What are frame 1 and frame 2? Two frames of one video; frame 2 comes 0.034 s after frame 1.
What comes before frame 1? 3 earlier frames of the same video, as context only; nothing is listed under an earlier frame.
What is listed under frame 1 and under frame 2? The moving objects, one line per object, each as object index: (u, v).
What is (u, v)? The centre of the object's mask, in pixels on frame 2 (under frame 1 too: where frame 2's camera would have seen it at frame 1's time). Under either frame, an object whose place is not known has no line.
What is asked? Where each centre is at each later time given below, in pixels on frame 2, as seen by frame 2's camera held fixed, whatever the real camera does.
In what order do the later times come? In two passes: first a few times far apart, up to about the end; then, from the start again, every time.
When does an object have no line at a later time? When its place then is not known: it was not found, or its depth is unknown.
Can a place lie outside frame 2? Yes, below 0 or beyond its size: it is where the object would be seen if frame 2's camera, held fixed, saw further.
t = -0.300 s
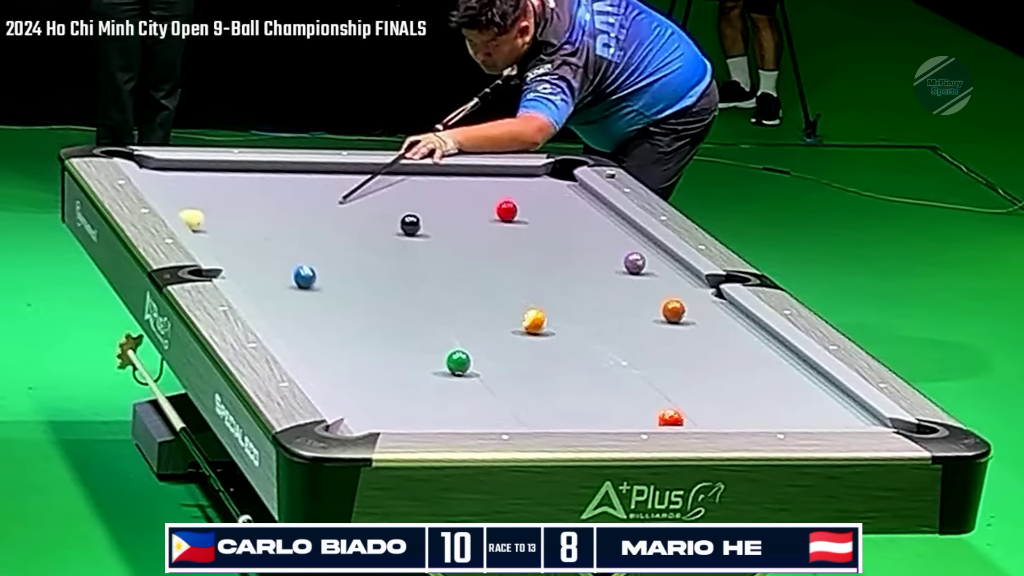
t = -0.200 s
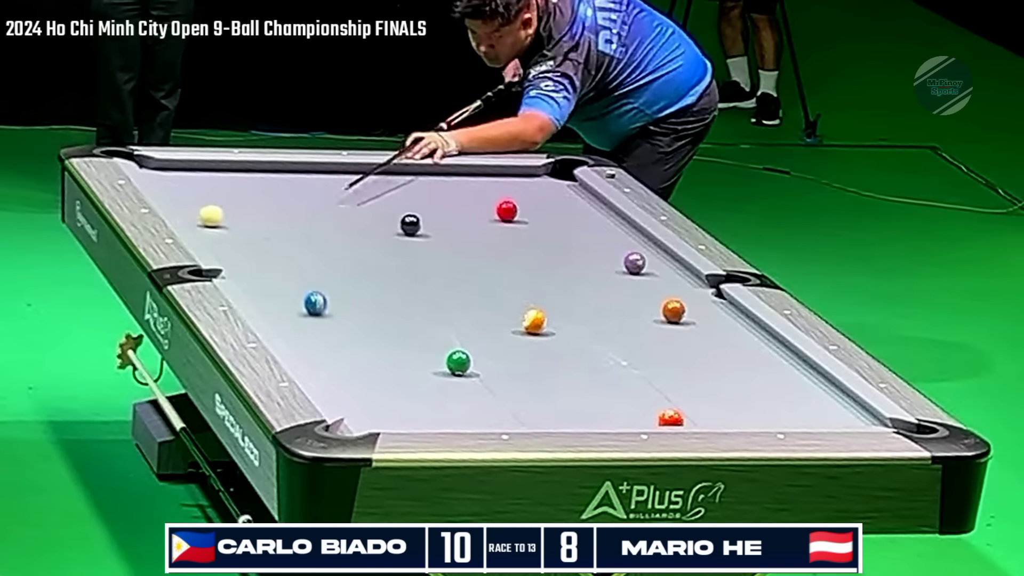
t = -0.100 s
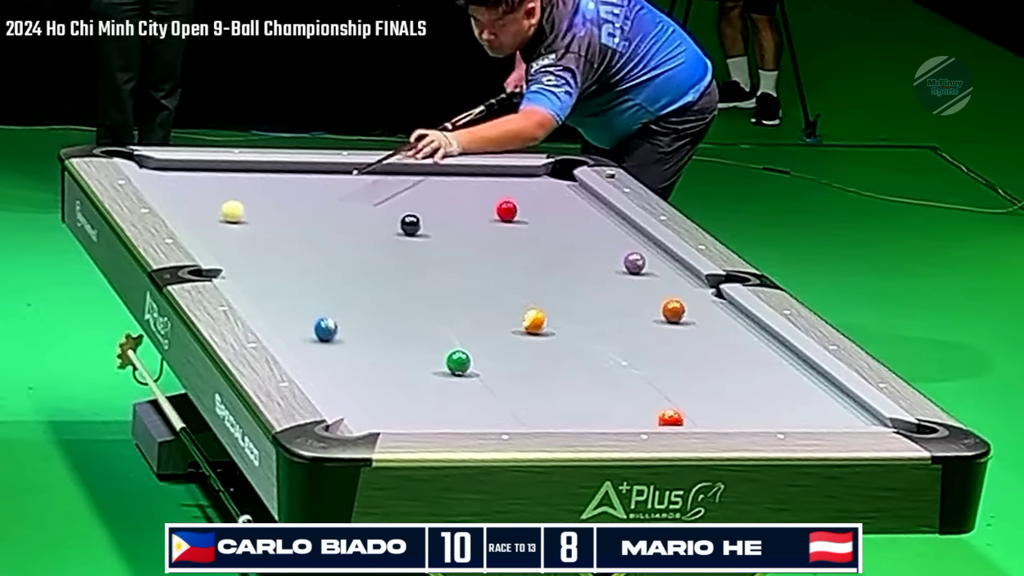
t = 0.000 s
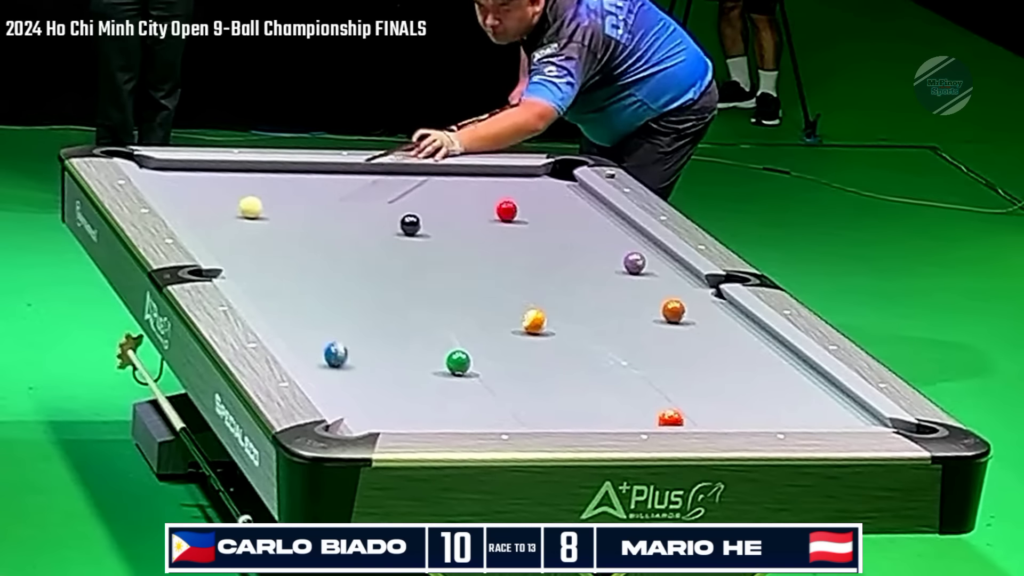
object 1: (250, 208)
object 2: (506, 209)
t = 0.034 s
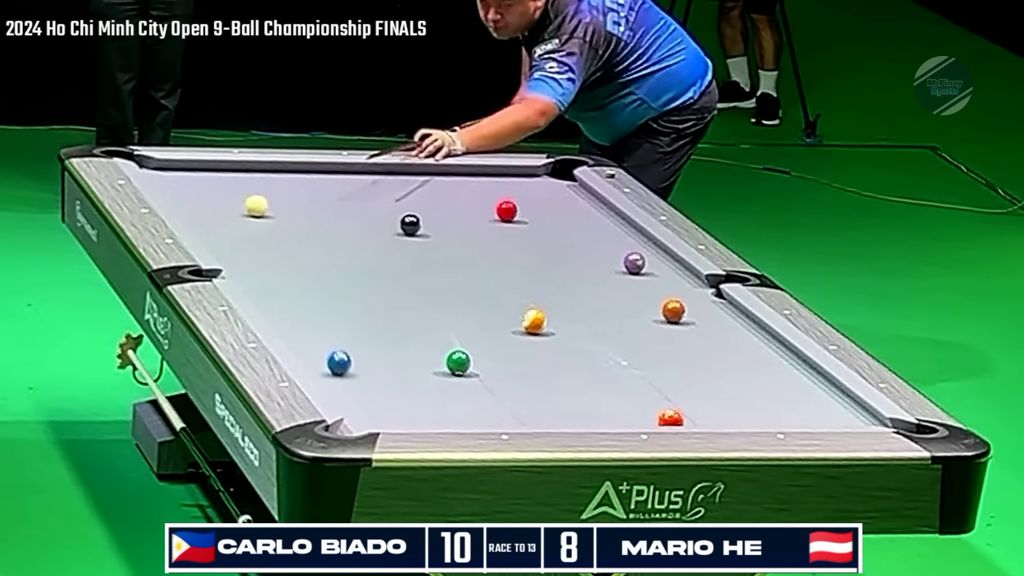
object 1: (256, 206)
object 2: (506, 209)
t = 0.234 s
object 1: (290, 198)
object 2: (506, 209)
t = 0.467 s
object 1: (328, 189)
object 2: (506, 209)
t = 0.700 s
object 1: (364, 180)
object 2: (506, 209)
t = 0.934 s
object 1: (398, 172)
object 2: (506, 209)
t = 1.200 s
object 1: (446, 172)
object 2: (506, 209)
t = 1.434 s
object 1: (492, 178)
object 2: (506, 209)
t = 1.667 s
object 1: (536, 183)
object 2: (506, 209)
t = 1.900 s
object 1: (580, 188)
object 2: (506, 209)
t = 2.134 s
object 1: (569, 193)
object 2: (506, 209)
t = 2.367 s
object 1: (558, 198)
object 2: (506, 209)
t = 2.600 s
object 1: (548, 203)
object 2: (506, 209)
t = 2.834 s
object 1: (538, 208)
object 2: (506, 209)
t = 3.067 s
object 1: (528, 212)
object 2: (506, 209)
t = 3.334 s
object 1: (526, 217)
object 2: (499, 209)
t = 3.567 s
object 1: (525, 221)
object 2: (493, 210)
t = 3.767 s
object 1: (523, 224)
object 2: (490, 210)
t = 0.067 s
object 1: (262, 205)
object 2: (506, 209)
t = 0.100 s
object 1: (268, 203)
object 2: (506, 209)
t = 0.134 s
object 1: (273, 202)
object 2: (506, 209)
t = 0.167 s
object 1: (279, 201)
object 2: (506, 209)
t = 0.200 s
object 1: (285, 199)
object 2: (506, 209)
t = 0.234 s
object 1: (290, 198)
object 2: (506, 209)
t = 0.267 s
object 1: (296, 197)
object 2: (506, 209)
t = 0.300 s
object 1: (302, 196)
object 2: (506, 209)
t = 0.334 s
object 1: (306, 194)
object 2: (506, 209)
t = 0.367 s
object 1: (312, 193)
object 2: (506, 209)
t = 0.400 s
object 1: (318, 191)
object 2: (506, 209)
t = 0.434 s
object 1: (323, 190)
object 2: (506, 209)
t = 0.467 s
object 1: (328, 189)
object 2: (506, 209)
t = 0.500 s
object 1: (333, 188)
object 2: (506, 209)
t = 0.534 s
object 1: (339, 186)
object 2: (506, 209)
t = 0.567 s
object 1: (344, 185)
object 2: (506, 209)
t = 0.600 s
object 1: (349, 184)
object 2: (506, 209)
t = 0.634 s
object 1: (354, 182)
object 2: (506, 209)
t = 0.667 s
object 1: (359, 181)
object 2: (506, 209)
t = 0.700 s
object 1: (364, 180)
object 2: (506, 209)
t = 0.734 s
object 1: (369, 179)
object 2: (506, 209)
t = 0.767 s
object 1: (374, 177)
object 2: (506, 209)
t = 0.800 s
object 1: (379, 176)
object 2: (506, 209)
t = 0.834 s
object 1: (384, 175)
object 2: (506, 209)
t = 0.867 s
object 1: (389, 174)
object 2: (506, 209)
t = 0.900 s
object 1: (394, 173)
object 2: (506, 209)
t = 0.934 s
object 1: (398, 172)
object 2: (506, 209)
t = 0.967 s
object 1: (403, 170)
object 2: (506, 209)
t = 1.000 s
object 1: (408, 169)
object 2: (506, 209)
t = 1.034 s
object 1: (412, 168)
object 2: (506, 209)
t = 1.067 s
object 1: (419, 169)
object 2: (506, 209)
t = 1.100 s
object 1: (426, 170)
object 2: (506, 209)
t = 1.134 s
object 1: (433, 171)
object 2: (506, 209)
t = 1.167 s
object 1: (440, 172)
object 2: (506, 209)
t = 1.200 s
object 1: (446, 172)
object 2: (506, 209)
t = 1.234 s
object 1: (453, 173)
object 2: (506, 209)
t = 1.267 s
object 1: (460, 174)
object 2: (506, 209)
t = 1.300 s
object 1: (466, 174)
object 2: (506, 209)
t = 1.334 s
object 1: (473, 175)
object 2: (506, 209)
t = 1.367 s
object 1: (479, 176)
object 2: (506, 209)
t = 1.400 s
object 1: (486, 177)
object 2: (506, 209)
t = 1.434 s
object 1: (492, 178)
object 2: (506, 209)
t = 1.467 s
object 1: (499, 178)
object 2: (506, 209)
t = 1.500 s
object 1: (505, 179)
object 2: (506, 209)
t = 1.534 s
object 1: (511, 180)
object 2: (506, 209)
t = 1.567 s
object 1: (518, 181)
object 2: (506, 209)
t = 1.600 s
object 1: (524, 181)
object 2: (506, 210)
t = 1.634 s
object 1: (530, 182)
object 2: (506, 210)
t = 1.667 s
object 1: (536, 183)
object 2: (506, 209)
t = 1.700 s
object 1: (543, 184)
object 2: (506, 210)
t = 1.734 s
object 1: (549, 184)
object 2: (506, 209)
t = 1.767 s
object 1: (555, 185)
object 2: (506, 209)
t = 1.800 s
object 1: (561, 186)
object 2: (506, 209)
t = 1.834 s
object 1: (567, 186)
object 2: (506, 209)
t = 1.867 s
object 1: (573, 187)
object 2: (506, 209)
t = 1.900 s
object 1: (580, 188)
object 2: (506, 209)
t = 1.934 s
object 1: (578, 188)
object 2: (506, 210)
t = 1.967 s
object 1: (576, 189)
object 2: (506, 209)
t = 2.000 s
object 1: (574, 190)
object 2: (506, 209)
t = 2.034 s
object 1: (572, 191)
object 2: (506, 209)
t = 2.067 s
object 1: (571, 192)
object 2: (506, 209)
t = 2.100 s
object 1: (569, 192)
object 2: (506, 209)
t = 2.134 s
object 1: (569, 193)
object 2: (506, 209)
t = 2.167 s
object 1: (567, 193)
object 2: (506, 209)
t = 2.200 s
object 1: (565, 194)
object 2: (506, 209)
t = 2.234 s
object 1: (563, 195)
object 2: (506, 209)
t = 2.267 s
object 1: (562, 196)
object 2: (506, 209)
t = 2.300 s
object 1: (560, 197)
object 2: (506, 209)
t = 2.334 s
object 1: (559, 197)
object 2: (506, 209)
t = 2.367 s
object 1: (558, 198)
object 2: (506, 209)
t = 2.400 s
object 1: (556, 198)
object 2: (506, 209)
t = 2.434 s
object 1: (555, 200)
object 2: (506, 209)
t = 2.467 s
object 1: (554, 201)
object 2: (506, 209)
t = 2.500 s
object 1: (552, 201)
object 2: (506, 209)
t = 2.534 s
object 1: (551, 202)
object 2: (506, 209)
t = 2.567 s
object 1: (550, 203)
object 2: (506, 209)
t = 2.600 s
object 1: (548, 203)
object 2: (506, 209)
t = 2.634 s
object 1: (546, 204)
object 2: (506, 209)
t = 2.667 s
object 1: (544, 205)
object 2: (506, 209)
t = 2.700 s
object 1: (544, 205)
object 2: (507, 209)
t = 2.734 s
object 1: (542, 206)
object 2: (507, 209)
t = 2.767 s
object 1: (541, 206)
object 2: (507, 209)
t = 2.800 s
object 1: (539, 207)
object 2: (506, 209)
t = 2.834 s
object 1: (538, 208)
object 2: (506, 209)
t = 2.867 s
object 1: (536, 208)
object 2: (506, 209)
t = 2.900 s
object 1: (534, 209)
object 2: (506, 209)
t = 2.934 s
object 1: (533, 210)
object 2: (506, 209)
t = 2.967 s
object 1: (532, 210)
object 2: (506, 209)
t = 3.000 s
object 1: (531, 211)
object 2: (506, 209)
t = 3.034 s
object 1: (529, 212)
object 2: (506, 209)
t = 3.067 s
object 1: (528, 212)
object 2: (506, 209)
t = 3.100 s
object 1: (527, 212)
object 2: (506, 209)
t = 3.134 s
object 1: (527, 213)
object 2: (505, 209)
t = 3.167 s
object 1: (527, 214)
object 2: (504, 209)
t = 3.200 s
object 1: (526, 214)
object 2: (502, 209)
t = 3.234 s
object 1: (526, 215)
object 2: (502, 209)
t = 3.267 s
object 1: (526, 216)
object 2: (501, 209)
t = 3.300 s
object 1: (526, 217)
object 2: (500, 209)
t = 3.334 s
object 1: (526, 217)
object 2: (499, 209)
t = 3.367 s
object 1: (526, 217)
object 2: (497, 209)
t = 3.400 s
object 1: (526, 218)
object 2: (497, 209)
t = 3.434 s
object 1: (526, 219)
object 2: (496, 209)
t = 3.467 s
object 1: (525, 219)
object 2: (495, 210)
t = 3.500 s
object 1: (525, 220)
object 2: (495, 210)
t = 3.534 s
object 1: (525, 220)
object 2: (494, 210)
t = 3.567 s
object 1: (525, 221)
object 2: (493, 210)
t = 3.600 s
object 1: (525, 221)
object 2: (493, 210)
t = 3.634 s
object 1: (524, 222)
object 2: (492, 210)
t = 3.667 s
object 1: (524, 222)
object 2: (491, 210)
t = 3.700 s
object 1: (524, 223)
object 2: (491, 210)
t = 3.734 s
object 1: (523, 224)
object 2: (490, 210)
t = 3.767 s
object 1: (523, 224)
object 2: (490, 210)
